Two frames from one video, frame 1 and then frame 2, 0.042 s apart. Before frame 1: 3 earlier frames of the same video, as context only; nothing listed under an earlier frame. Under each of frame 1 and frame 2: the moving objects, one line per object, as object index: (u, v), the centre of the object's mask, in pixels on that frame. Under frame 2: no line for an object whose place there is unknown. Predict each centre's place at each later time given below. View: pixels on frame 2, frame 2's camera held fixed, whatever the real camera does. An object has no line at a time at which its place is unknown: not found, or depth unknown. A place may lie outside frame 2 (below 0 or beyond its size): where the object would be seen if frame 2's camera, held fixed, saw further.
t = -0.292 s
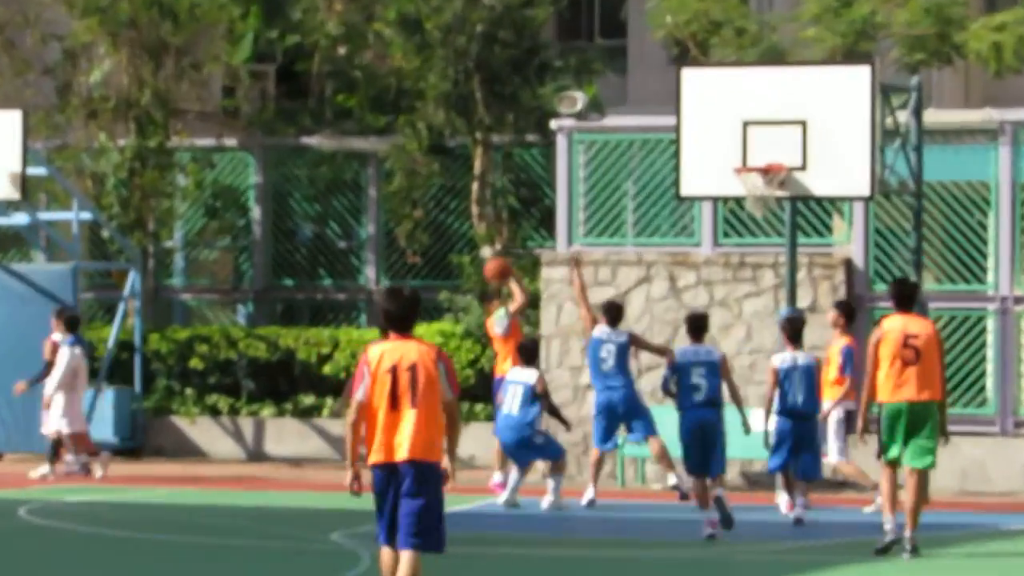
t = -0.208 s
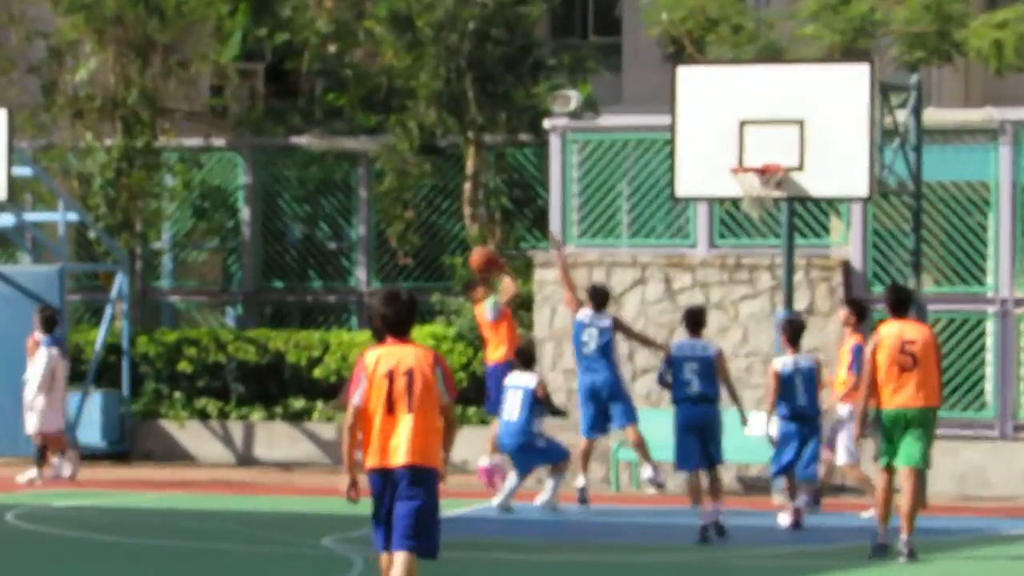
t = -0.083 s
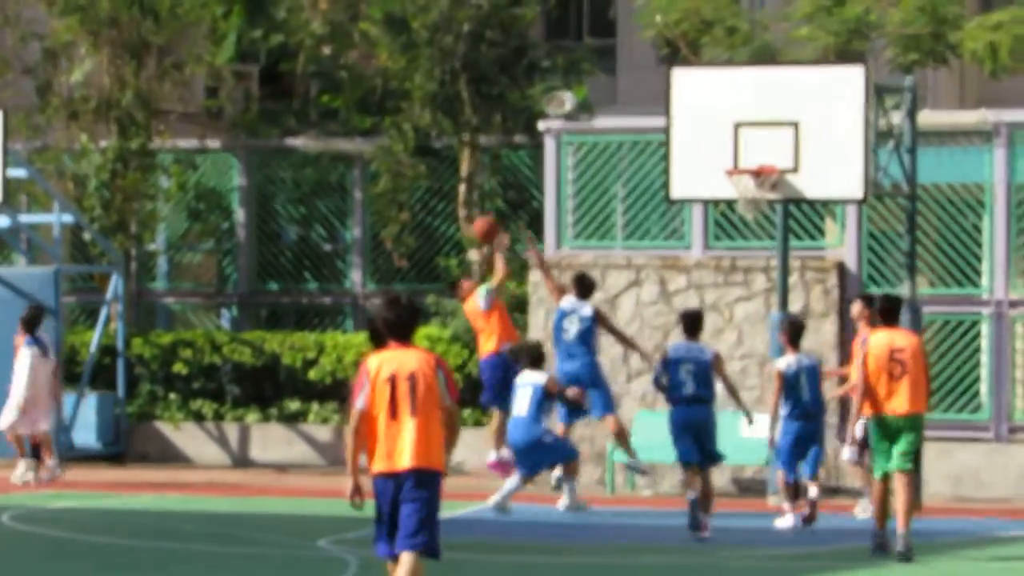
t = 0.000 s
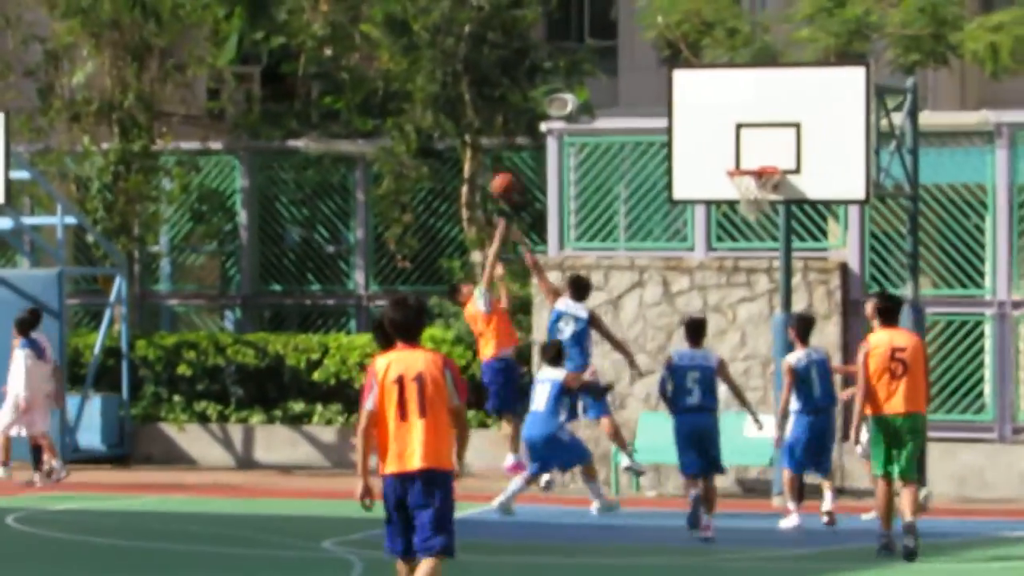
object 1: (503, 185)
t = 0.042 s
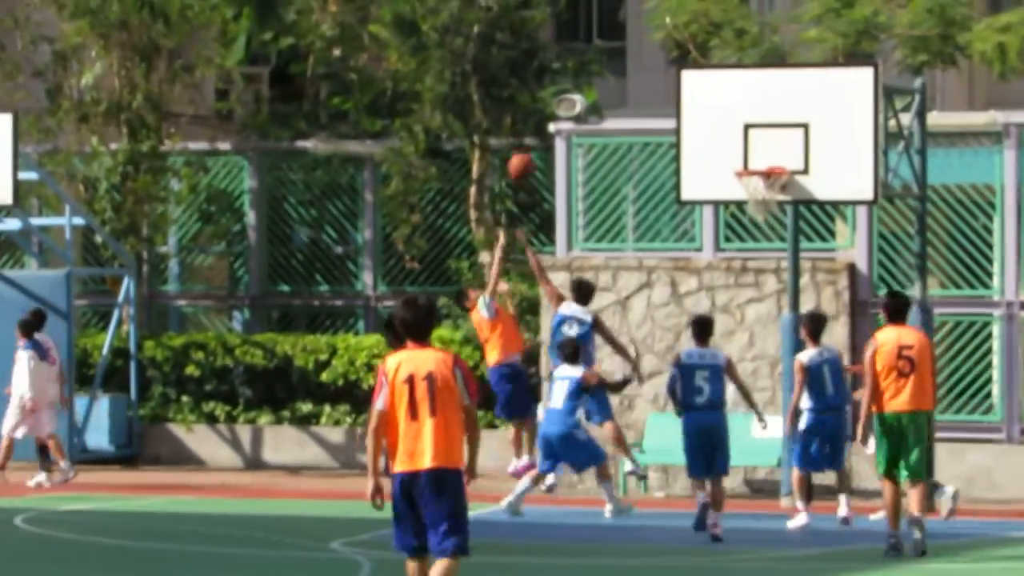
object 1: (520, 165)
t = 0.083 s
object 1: (530, 146)
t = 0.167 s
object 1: (549, 117)
